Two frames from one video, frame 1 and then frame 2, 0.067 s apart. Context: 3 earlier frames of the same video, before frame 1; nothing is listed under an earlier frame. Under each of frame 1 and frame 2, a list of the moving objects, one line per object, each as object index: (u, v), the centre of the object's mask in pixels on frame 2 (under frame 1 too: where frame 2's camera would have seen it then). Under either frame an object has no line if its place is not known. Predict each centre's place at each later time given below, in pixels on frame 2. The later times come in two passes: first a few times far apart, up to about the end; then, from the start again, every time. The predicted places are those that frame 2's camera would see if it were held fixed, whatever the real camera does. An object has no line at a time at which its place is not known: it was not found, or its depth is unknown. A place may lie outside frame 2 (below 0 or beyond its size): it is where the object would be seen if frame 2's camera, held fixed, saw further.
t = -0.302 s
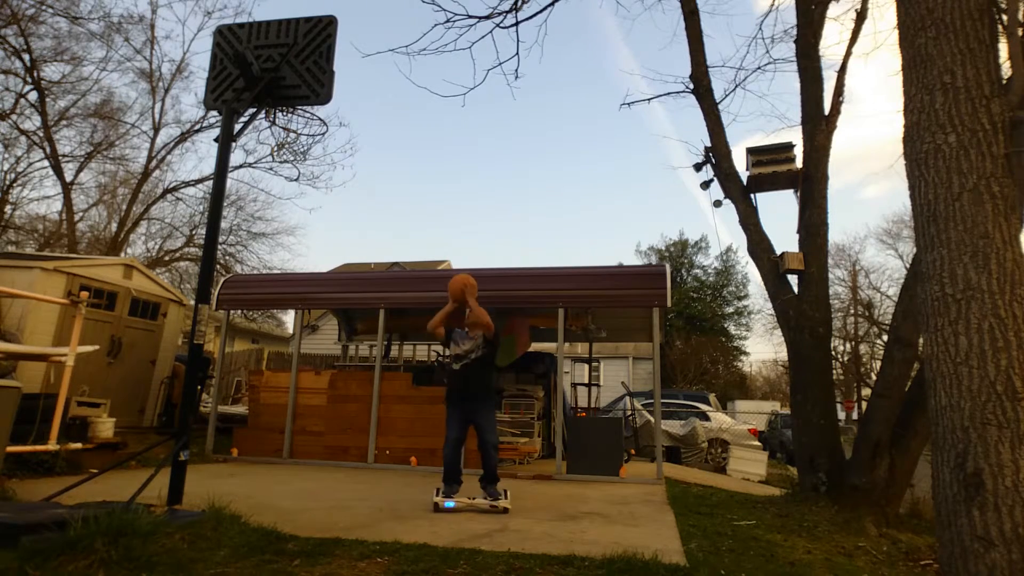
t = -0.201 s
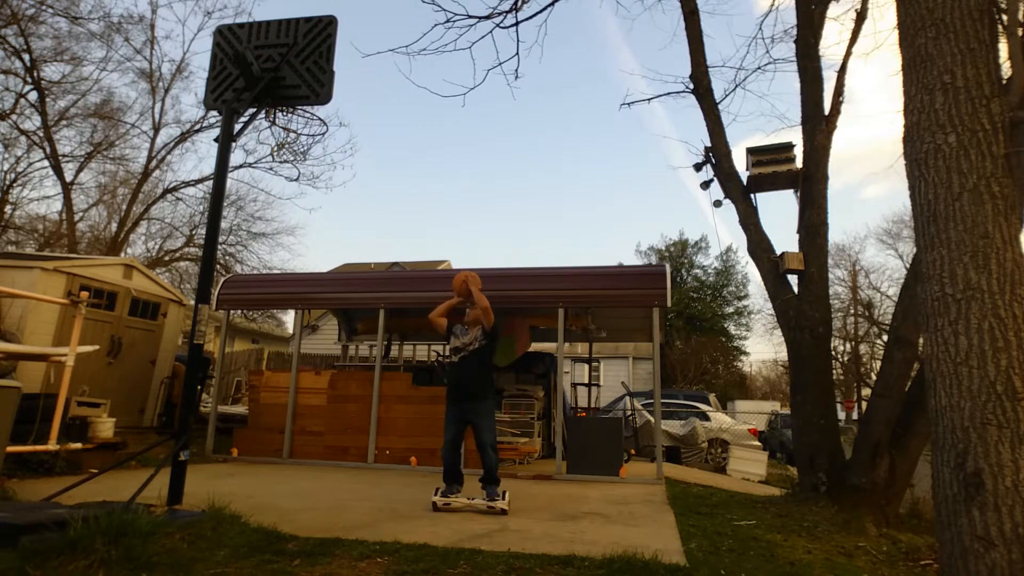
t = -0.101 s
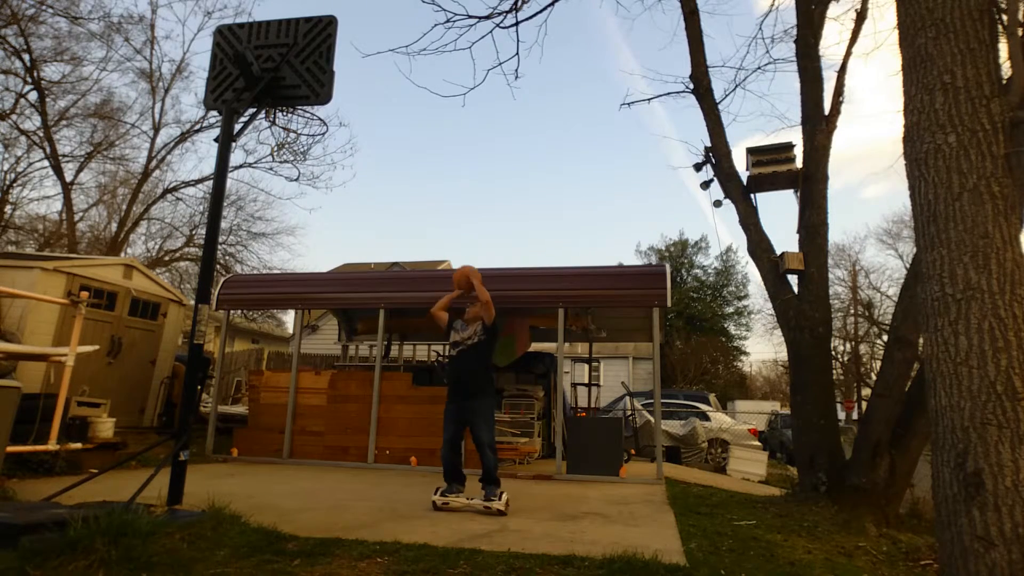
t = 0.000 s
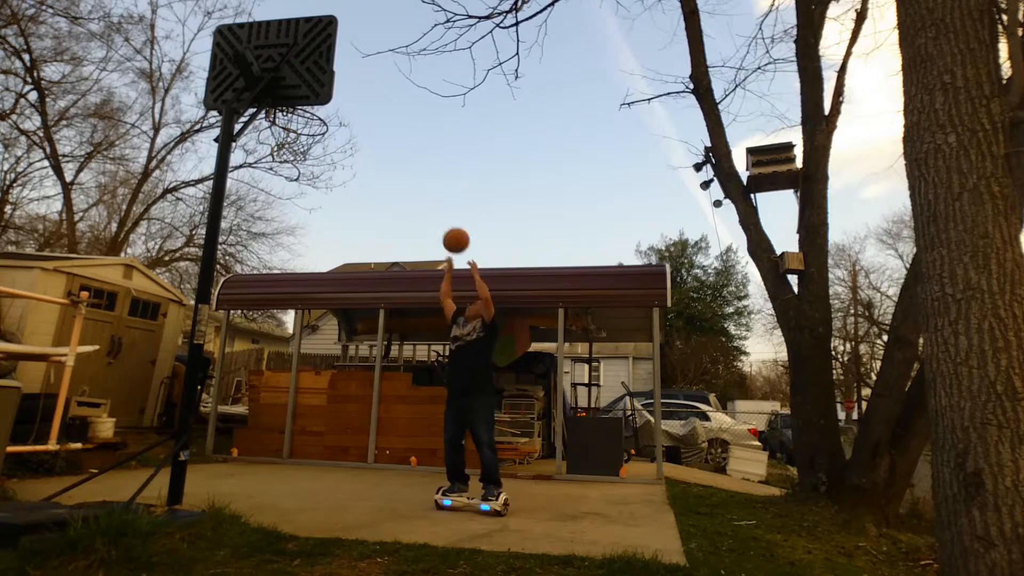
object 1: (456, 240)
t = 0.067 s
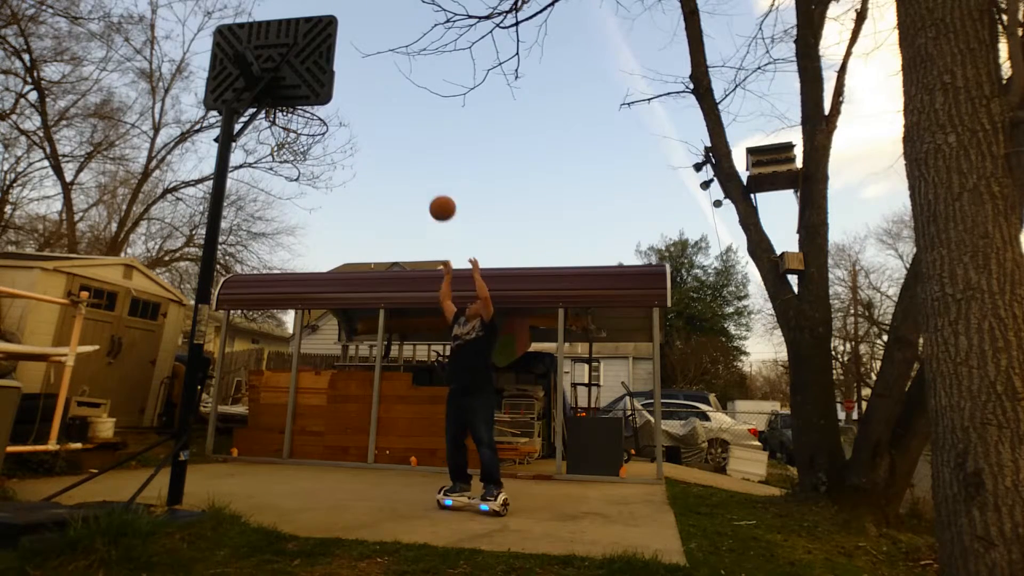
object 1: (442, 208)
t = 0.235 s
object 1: (407, 148)
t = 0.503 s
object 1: (346, 109)
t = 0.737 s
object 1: (282, 135)
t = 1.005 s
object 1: (287, 160)
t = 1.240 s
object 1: (303, 218)
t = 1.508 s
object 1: (314, 372)
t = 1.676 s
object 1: (322, 480)
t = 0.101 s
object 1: (435, 194)
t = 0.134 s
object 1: (429, 181)
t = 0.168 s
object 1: (421, 169)
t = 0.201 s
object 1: (414, 158)
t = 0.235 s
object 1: (407, 148)
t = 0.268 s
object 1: (400, 139)
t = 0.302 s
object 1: (393, 131)
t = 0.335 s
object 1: (385, 125)
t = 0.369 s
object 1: (378, 119)
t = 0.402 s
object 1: (370, 115)
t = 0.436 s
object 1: (362, 112)
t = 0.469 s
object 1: (354, 110)
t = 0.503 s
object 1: (346, 109)
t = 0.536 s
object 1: (338, 109)
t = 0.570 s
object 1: (330, 112)
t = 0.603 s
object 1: (320, 115)
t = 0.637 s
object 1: (311, 118)
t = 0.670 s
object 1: (301, 121)
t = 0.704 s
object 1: (291, 127)
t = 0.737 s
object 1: (282, 135)
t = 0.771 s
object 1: (275, 140)
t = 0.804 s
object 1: (272, 142)
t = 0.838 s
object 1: (274, 143)
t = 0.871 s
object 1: (276, 144)
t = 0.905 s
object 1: (279, 146)
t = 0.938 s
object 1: (282, 149)
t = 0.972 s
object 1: (285, 154)
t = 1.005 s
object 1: (287, 160)
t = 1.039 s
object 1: (290, 166)
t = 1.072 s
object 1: (292, 172)
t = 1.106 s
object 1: (295, 179)
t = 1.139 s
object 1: (297, 187)
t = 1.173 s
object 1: (299, 196)
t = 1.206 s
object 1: (301, 207)
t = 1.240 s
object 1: (303, 218)
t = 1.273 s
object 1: (305, 232)
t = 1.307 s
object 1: (307, 246)
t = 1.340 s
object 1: (308, 262)
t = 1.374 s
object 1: (310, 281)
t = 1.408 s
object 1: (311, 300)
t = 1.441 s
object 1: (312, 322)
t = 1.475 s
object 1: (314, 348)
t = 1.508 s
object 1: (314, 372)
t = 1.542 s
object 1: (316, 397)
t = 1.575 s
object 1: (316, 427)
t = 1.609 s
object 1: (315, 462)
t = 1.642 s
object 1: (315, 499)
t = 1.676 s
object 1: (322, 480)
